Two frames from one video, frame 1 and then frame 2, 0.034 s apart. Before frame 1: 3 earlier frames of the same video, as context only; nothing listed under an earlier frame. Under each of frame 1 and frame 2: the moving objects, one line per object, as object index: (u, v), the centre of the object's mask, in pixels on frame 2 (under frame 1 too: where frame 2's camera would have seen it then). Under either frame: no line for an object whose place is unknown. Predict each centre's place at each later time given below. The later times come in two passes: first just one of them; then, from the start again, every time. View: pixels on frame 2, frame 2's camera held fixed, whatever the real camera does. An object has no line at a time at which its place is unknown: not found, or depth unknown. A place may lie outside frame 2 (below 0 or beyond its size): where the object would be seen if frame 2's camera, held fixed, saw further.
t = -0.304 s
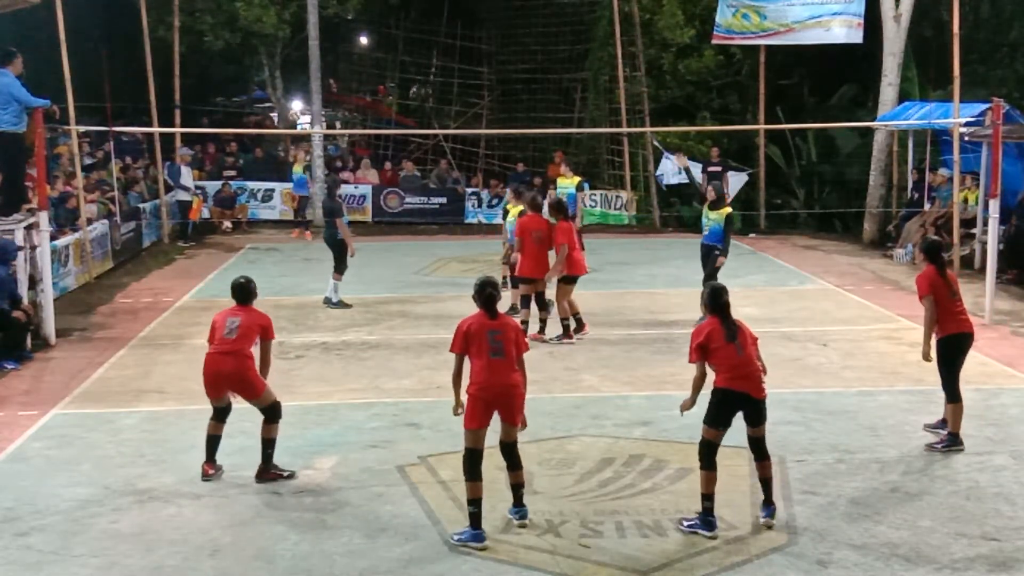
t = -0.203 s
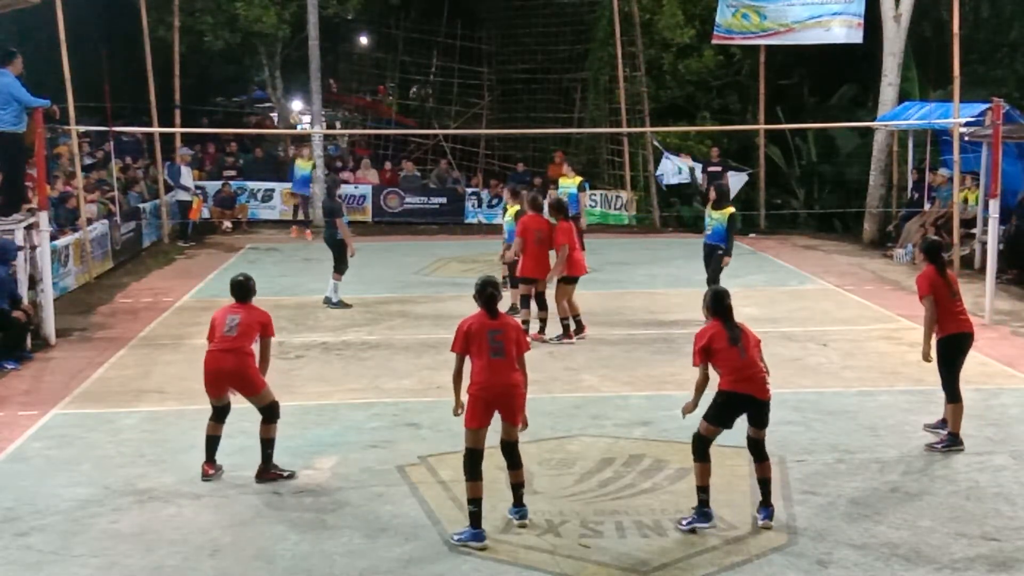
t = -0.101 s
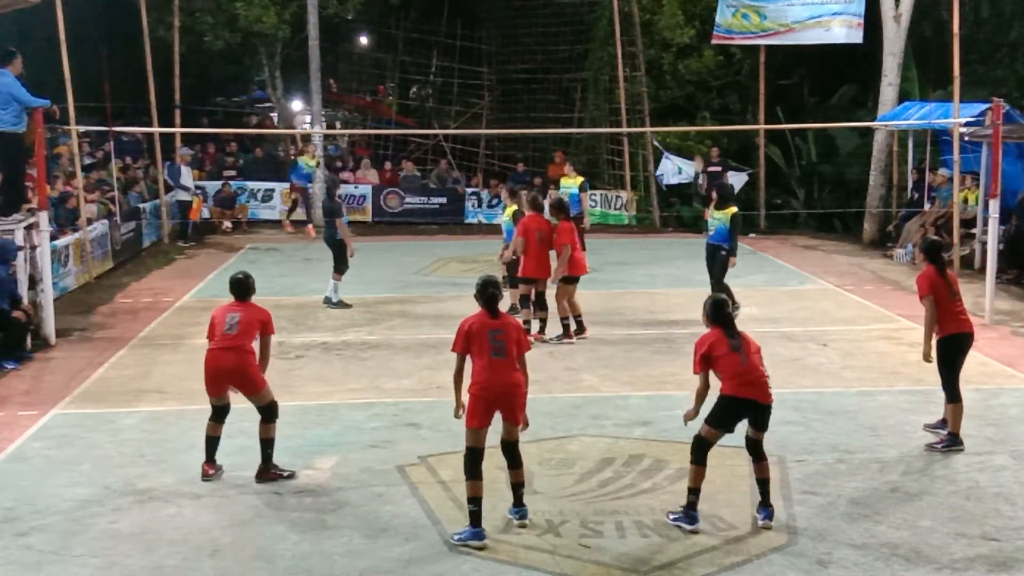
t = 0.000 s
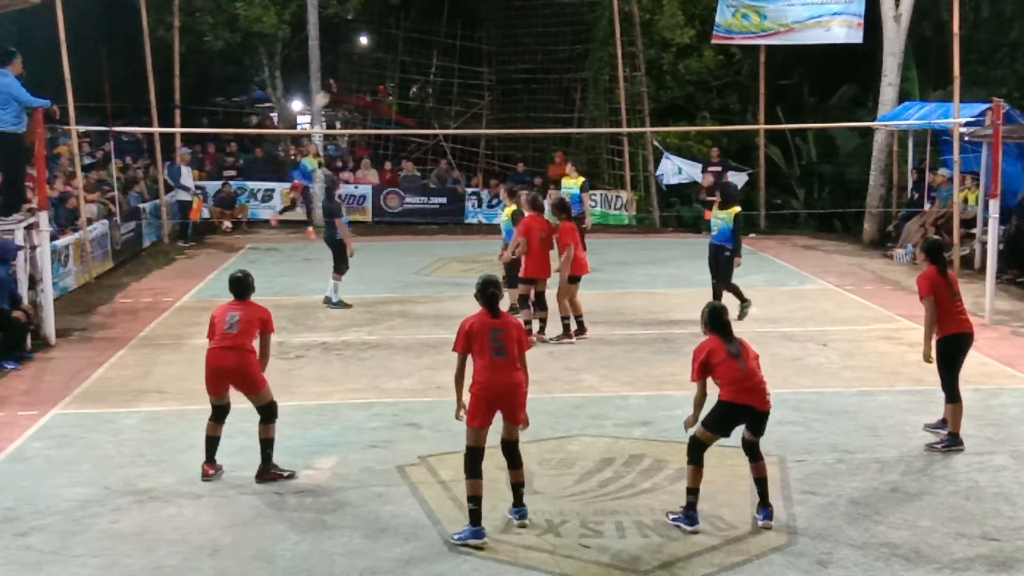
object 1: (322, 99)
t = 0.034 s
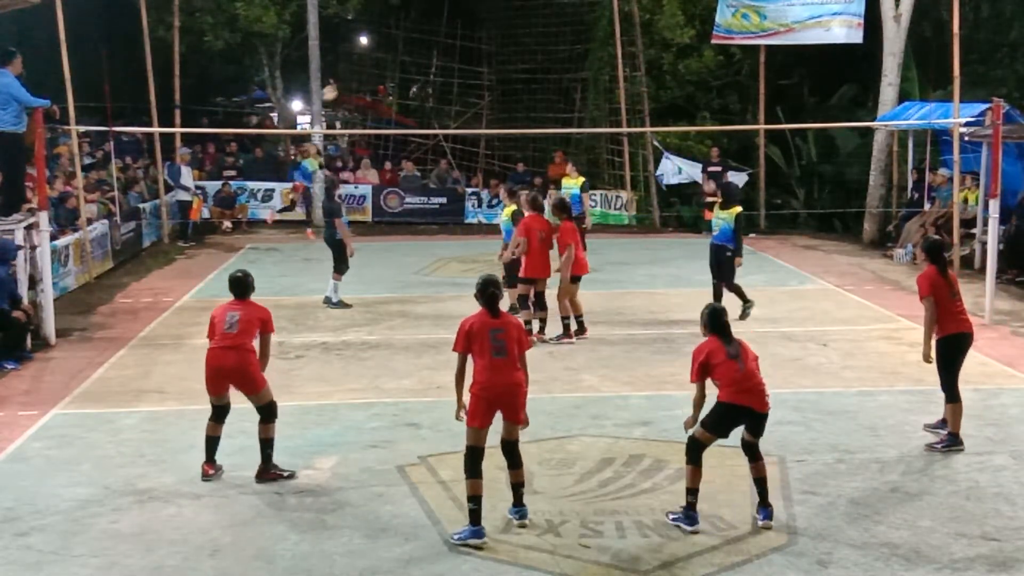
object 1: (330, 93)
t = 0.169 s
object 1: (360, 73)
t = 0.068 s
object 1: (336, 87)
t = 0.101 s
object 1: (343, 82)
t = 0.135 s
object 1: (352, 77)
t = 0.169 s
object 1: (360, 73)
